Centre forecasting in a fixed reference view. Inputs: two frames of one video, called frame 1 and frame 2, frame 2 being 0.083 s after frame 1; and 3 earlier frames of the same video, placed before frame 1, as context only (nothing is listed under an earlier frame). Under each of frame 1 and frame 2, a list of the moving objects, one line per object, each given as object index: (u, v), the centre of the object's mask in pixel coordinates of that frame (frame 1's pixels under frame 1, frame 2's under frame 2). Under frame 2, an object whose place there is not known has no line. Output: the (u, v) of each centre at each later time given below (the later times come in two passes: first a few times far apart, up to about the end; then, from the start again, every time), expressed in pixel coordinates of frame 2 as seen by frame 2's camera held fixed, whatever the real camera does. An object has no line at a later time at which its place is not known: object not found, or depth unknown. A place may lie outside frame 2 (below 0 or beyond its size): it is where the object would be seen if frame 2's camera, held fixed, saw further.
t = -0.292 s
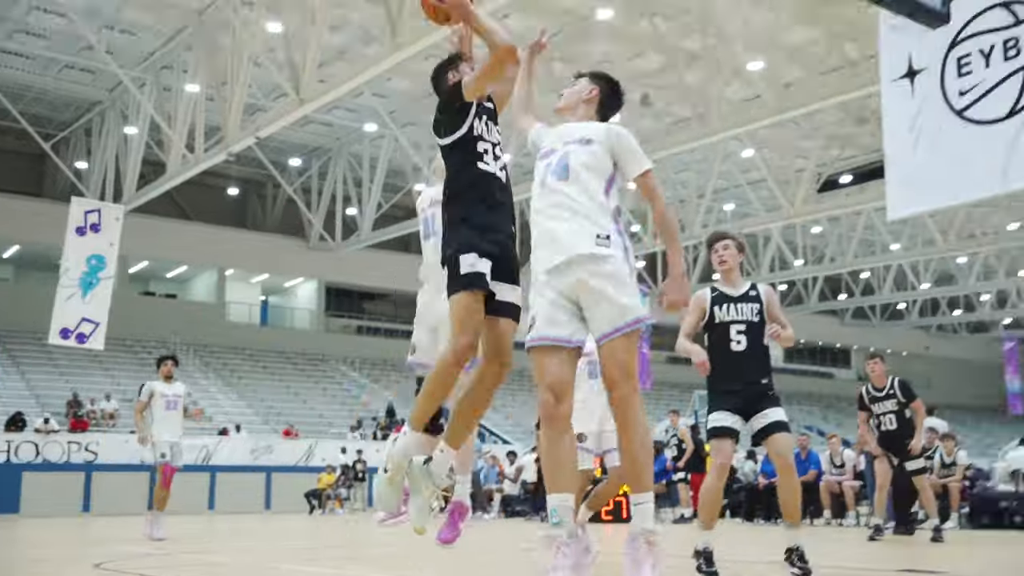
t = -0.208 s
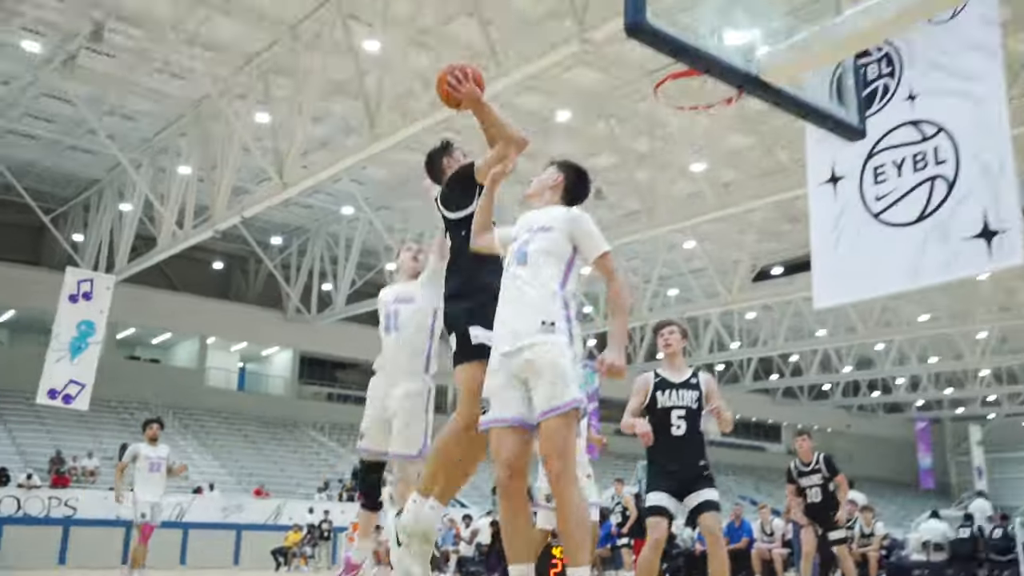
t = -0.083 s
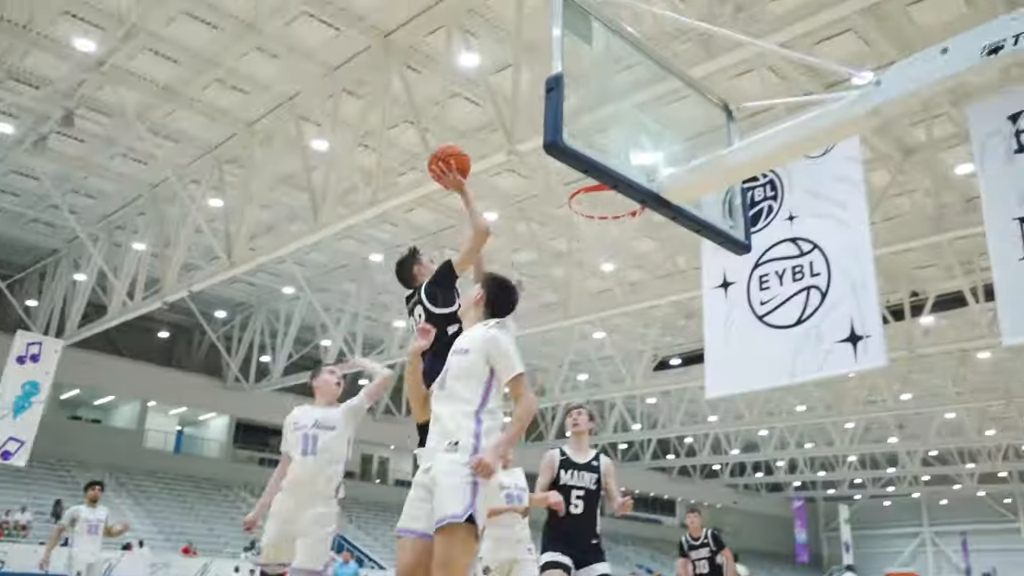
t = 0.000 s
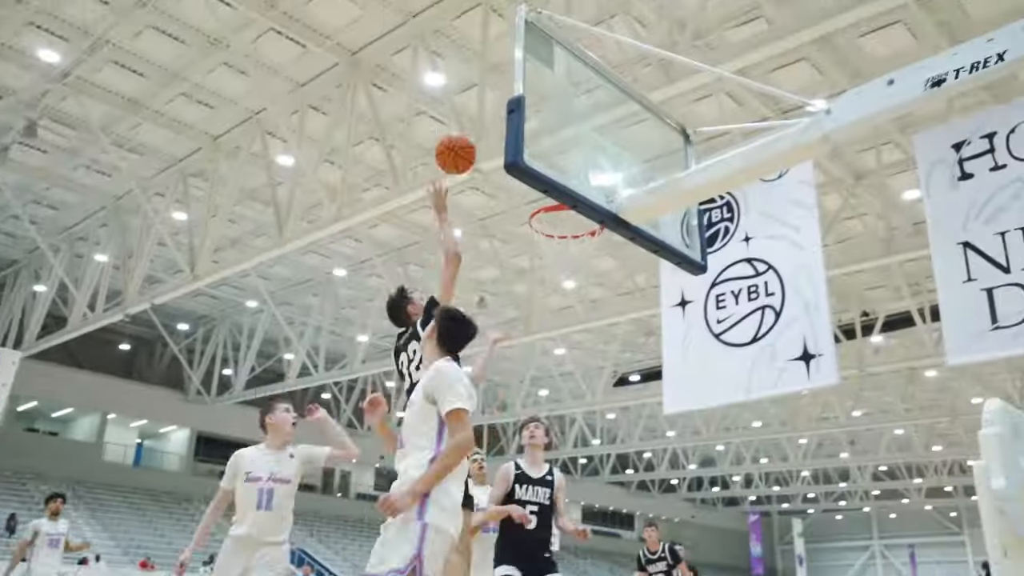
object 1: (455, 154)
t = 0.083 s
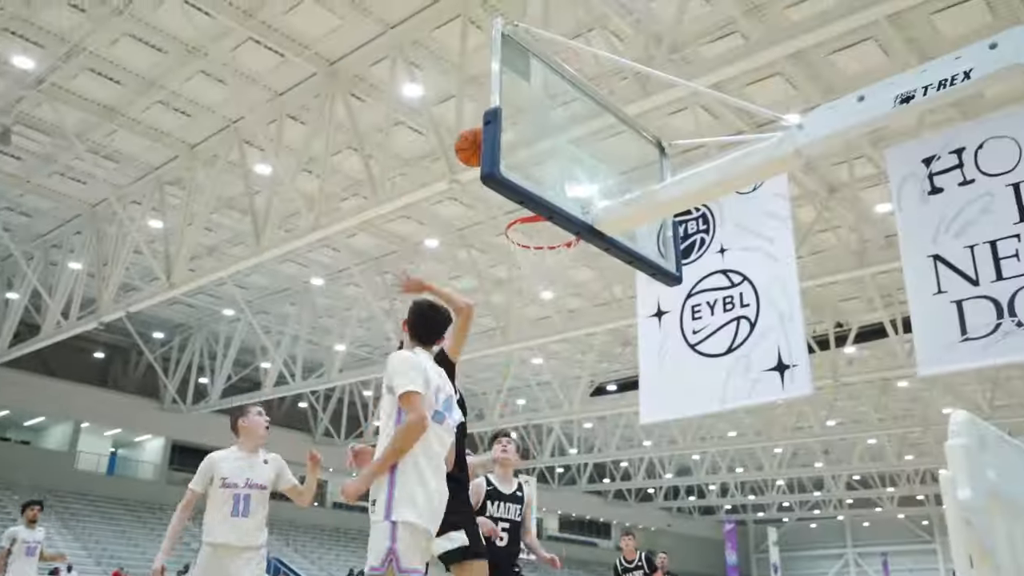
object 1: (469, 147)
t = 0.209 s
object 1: (530, 138)
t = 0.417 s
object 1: (535, 178)
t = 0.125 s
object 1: (506, 142)
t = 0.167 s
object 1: (516, 138)
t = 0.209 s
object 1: (530, 138)
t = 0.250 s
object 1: (531, 145)
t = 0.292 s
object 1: (531, 153)
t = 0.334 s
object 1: (532, 162)
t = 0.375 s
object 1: (533, 171)
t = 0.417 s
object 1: (535, 178)
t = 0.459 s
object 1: (523, 216)
